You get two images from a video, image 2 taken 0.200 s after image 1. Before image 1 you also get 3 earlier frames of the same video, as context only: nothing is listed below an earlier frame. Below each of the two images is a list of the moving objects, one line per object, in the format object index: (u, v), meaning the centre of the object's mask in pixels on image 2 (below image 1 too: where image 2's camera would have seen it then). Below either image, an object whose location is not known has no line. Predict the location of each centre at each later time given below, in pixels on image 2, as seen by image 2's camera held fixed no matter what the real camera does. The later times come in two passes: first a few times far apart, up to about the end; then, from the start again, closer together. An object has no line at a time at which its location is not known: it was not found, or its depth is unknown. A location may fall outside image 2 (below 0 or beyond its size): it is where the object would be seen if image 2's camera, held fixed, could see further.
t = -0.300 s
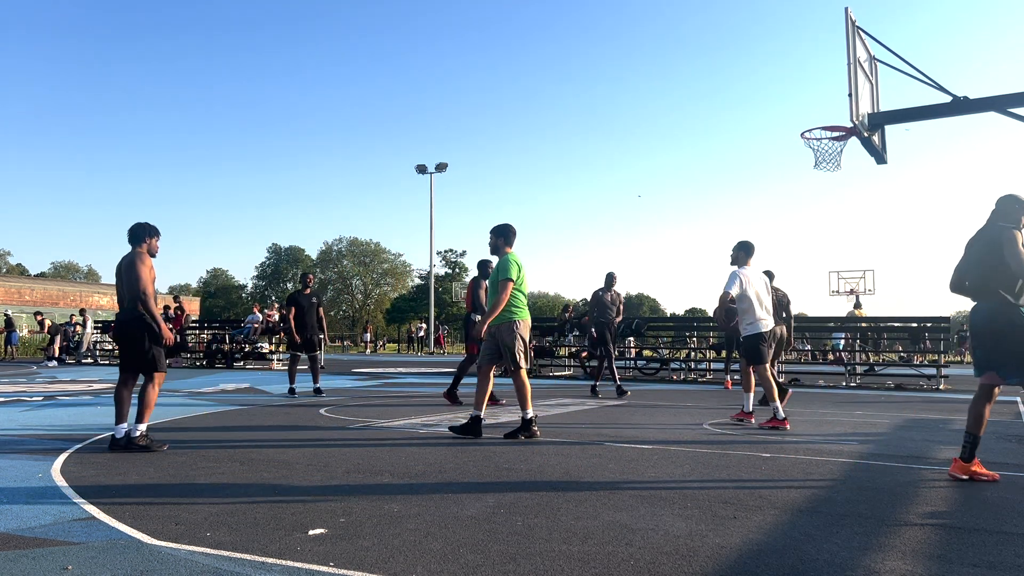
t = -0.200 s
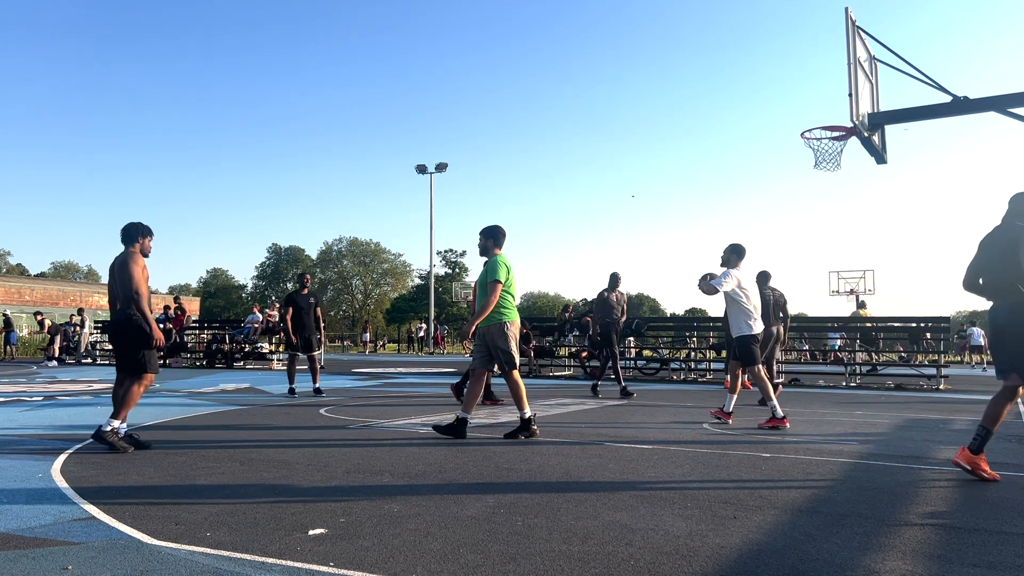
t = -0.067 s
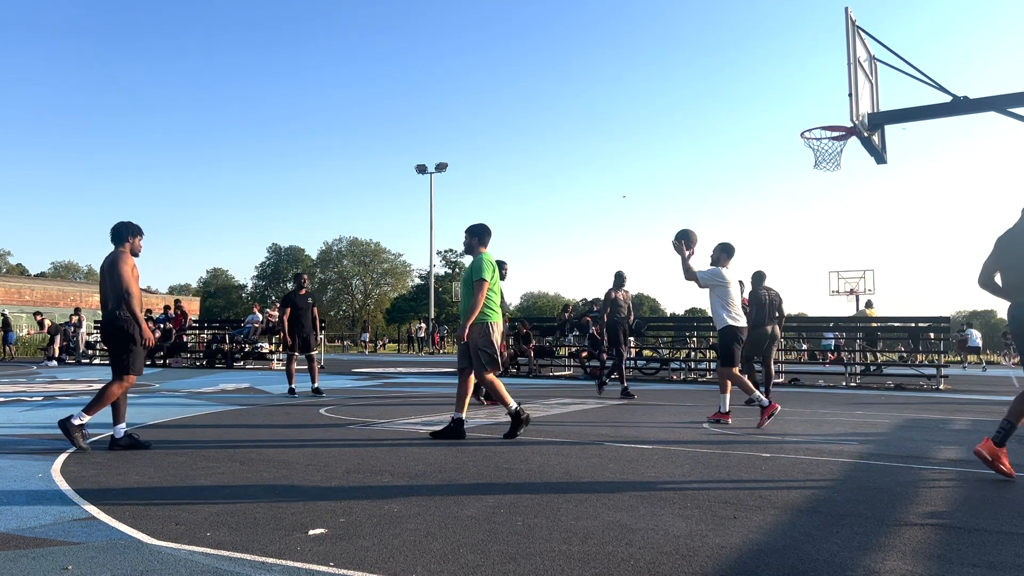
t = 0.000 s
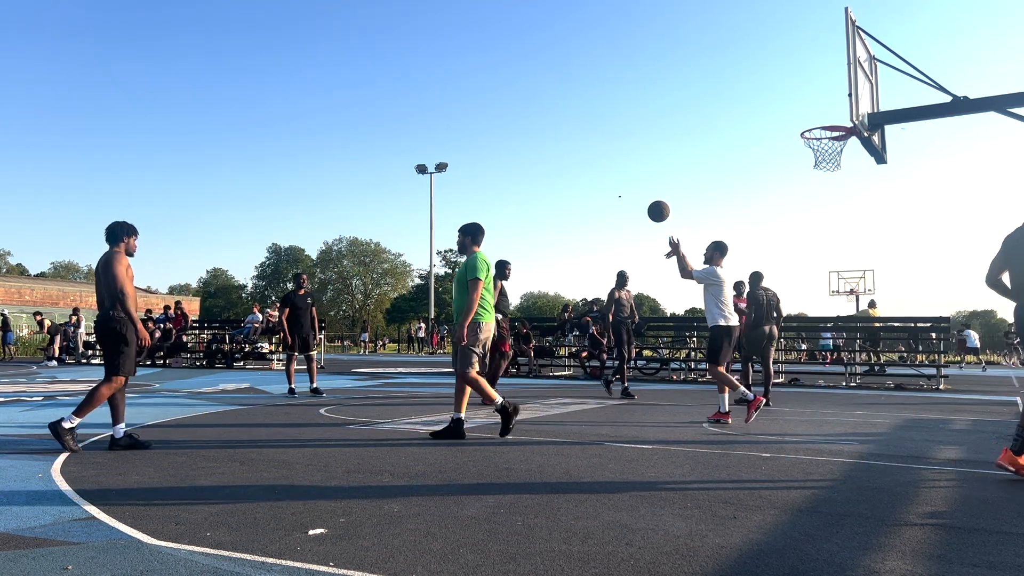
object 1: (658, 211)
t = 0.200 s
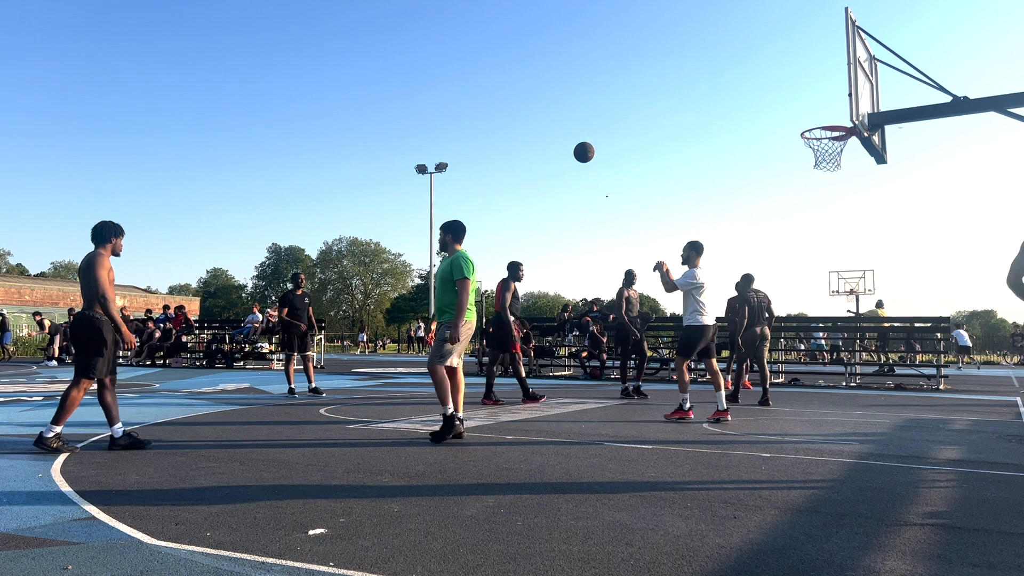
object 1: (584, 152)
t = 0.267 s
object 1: (561, 141)
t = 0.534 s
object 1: (478, 132)
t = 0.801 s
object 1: (405, 174)
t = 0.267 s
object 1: (561, 141)
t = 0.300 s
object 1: (550, 137)
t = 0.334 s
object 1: (539, 133)
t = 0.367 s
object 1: (529, 131)
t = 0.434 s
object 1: (508, 129)
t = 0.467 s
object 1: (498, 129)
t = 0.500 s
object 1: (488, 130)
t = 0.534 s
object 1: (478, 132)
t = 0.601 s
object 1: (459, 138)
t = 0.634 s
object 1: (450, 142)
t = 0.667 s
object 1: (440, 147)
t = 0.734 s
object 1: (422, 159)
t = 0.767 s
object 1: (414, 166)
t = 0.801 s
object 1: (405, 174)
